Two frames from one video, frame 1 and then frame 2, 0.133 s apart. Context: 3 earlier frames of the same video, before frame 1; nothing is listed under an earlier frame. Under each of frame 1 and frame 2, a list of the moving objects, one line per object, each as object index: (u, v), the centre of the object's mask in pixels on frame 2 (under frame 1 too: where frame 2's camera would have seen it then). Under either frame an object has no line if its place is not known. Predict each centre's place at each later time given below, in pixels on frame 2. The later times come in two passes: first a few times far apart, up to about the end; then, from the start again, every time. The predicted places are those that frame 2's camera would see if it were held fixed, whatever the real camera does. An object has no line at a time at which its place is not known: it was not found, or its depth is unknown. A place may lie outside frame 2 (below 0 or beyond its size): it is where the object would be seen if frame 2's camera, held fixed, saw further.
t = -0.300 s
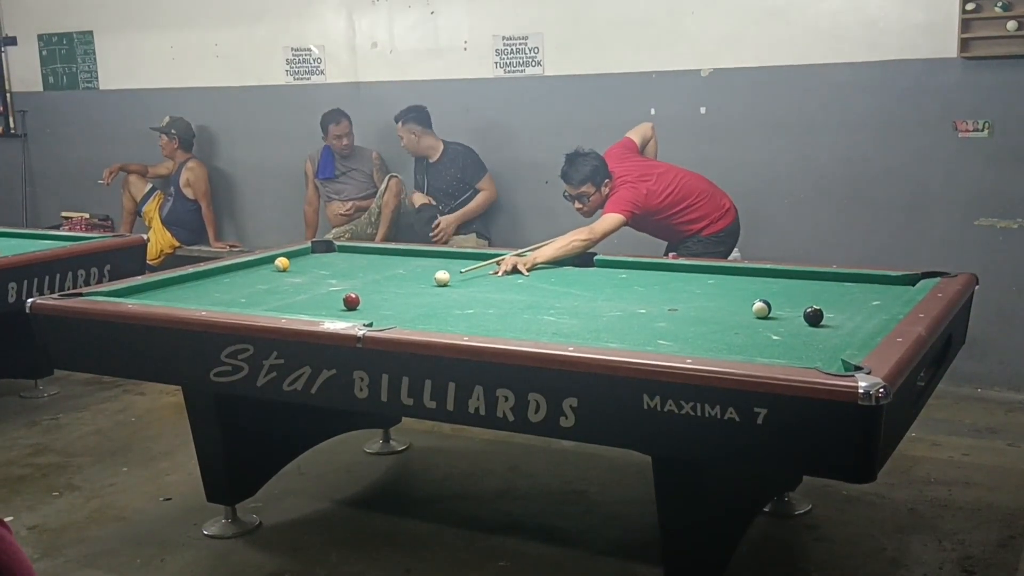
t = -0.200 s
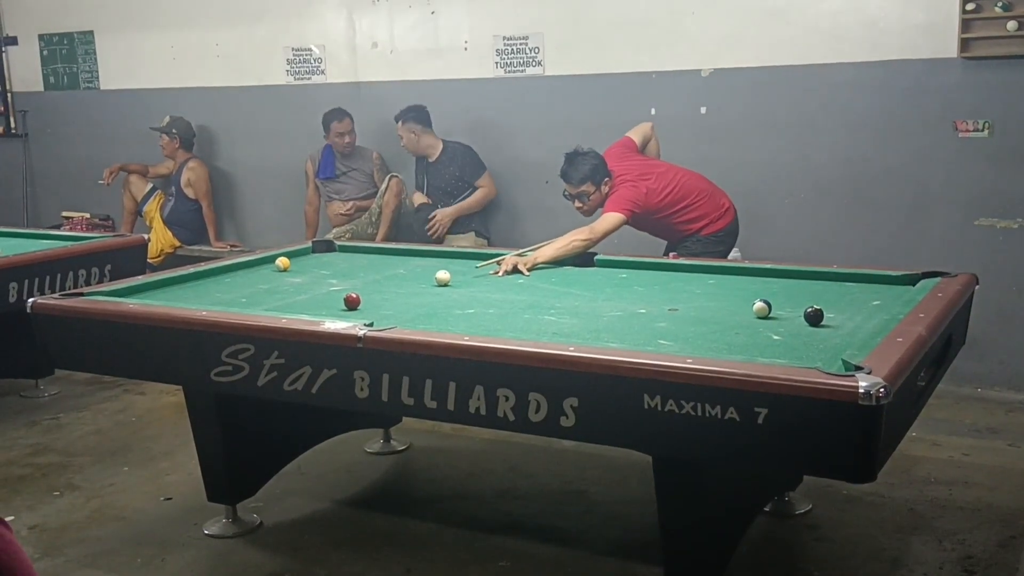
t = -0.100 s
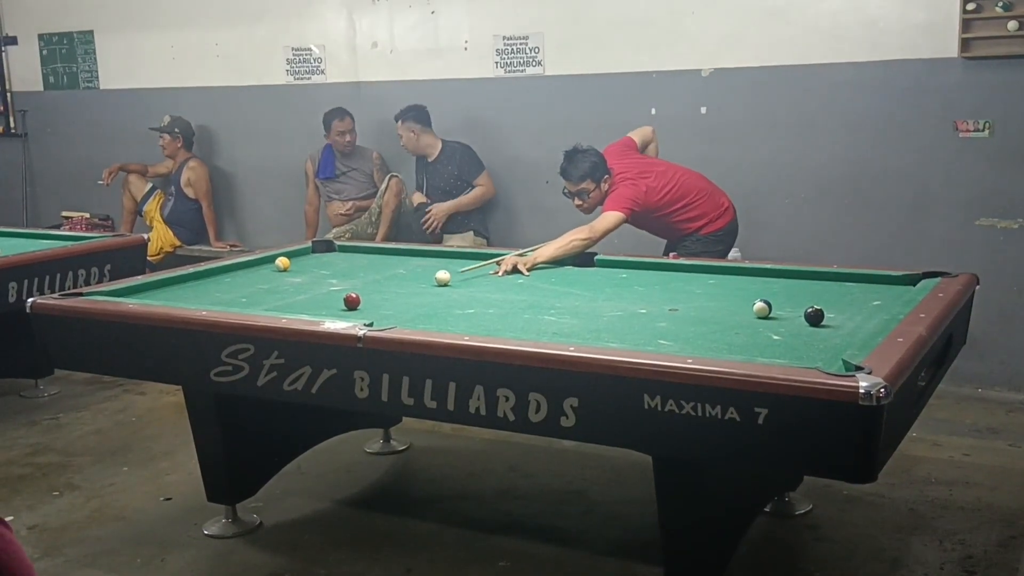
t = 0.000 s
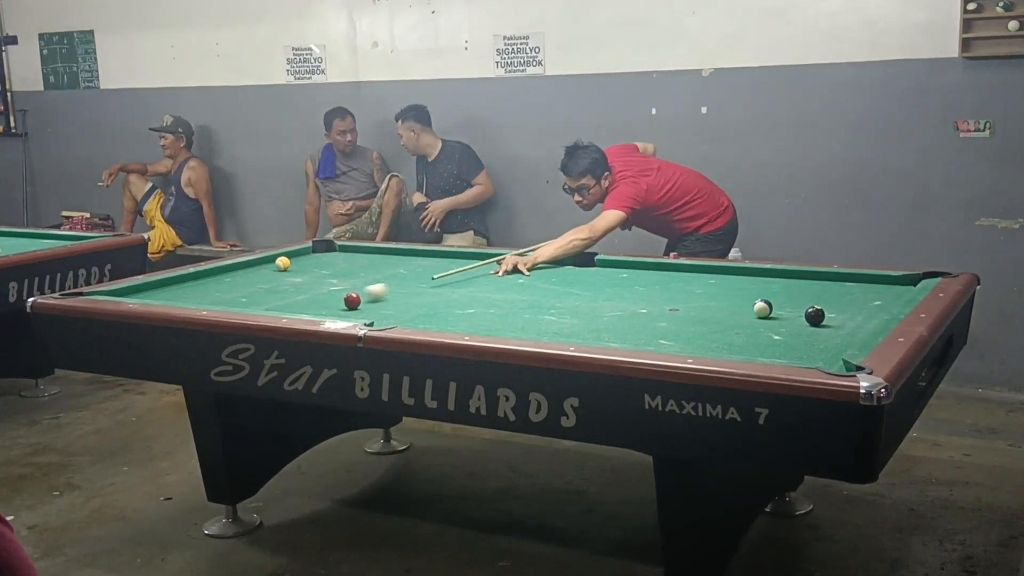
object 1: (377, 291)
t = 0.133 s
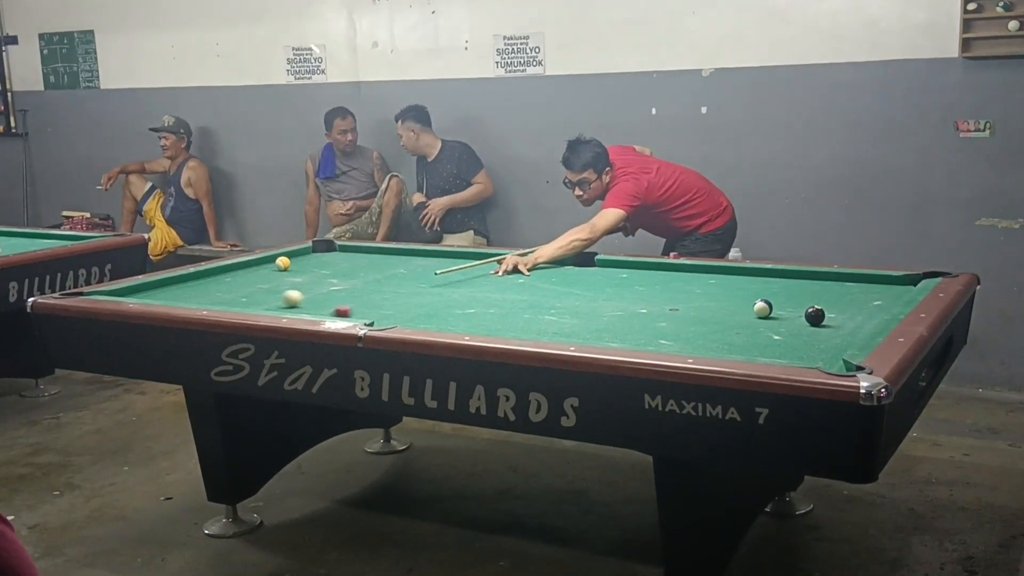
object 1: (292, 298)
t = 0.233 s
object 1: (240, 299)
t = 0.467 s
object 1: (155, 295)
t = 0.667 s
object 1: (140, 288)
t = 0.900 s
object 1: (211, 283)
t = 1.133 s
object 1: (275, 277)
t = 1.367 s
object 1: (335, 272)
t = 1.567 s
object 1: (384, 269)
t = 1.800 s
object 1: (438, 264)
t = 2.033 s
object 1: (487, 260)
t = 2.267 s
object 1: (524, 258)
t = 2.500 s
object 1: (539, 263)
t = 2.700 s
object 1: (552, 267)
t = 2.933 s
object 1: (568, 272)
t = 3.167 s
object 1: (585, 276)
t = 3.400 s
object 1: (601, 281)
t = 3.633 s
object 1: (618, 286)
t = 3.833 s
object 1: (632, 291)
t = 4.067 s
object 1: (649, 297)
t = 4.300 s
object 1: (666, 302)
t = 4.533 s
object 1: (684, 307)
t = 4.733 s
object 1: (699, 312)
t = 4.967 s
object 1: (717, 317)
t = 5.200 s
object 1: (735, 322)
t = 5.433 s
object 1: (753, 327)
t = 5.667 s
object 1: (770, 332)
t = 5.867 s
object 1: (785, 337)
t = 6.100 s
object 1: (803, 342)
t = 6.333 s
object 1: (819, 347)
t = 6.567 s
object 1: (835, 351)
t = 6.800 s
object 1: (829, 353)
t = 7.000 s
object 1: (821, 353)
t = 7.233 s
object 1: (814, 354)
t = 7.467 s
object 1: (810, 353)
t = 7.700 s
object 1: (807, 353)
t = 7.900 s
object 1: (806, 353)
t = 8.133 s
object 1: (806, 353)
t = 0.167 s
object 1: (275, 299)
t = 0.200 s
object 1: (257, 299)
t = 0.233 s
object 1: (240, 299)
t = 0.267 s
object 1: (223, 299)
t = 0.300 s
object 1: (205, 299)
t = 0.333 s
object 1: (188, 299)
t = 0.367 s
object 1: (171, 299)
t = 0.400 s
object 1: (165, 297)
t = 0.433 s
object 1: (160, 296)
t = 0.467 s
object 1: (155, 295)
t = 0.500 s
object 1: (149, 293)
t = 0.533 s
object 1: (144, 292)
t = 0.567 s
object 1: (138, 291)
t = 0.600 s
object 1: (134, 290)
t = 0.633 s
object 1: (130, 289)
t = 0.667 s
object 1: (140, 288)
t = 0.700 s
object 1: (152, 287)
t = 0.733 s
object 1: (163, 286)
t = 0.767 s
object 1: (172, 285)
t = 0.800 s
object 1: (182, 285)
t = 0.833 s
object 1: (192, 284)
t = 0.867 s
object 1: (201, 283)
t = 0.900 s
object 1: (211, 283)
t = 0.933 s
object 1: (220, 281)
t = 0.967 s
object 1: (229, 281)
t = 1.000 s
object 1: (239, 280)
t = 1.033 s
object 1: (248, 279)
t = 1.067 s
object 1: (257, 279)
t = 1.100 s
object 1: (266, 278)
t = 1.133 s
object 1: (275, 277)
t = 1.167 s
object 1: (284, 277)
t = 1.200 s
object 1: (293, 276)
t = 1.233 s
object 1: (301, 276)
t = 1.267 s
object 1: (310, 274)
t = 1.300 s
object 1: (318, 274)
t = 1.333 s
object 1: (327, 273)
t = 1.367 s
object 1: (335, 272)
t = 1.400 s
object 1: (343, 272)
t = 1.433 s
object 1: (352, 271)
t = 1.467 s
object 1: (360, 270)
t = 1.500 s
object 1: (368, 270)
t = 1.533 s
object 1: (376, 269)
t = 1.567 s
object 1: (384, 269)
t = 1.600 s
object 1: (391, 268)
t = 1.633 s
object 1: (399, 267)
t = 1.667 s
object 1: (407, 267)
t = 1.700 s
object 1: (415, 266)
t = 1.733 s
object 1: (423, 265)
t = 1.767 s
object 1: (430, 264)
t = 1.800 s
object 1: (438, 264)
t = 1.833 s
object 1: (445, 263)
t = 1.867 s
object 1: (452, 263)
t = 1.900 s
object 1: (459, 262)
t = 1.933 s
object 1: (467, 261)
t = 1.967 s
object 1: (474, 261)
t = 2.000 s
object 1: (481, 260)
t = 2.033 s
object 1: (487, 260)
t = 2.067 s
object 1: (491, 260)
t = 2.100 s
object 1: (494, 259)
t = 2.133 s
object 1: (501, 259)
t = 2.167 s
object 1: (508, 258)
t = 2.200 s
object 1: (515, 258)
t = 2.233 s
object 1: (522, 257)
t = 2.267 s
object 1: (524, 258)
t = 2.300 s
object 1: (526, 258)
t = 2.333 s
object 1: (528, 259)
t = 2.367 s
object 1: (531, 260)
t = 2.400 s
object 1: (533, 261)
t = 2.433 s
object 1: (535, 261)
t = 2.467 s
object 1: (537, 262)
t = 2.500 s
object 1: (539, 263)
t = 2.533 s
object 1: (541, 264)
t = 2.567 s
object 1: (544, 264)
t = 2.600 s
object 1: (546, 265)
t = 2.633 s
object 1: (548, 266)
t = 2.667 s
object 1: (550, 266)
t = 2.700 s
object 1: (552, 267)
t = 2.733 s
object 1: (555, 268)
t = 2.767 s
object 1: (557, 268)
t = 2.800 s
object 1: (559, 269)
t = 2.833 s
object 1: (561, 270)
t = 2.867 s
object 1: (564, 270)
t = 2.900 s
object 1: (566, 271)
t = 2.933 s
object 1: (568, 272)
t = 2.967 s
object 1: (571, 272)
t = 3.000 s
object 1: (573, 273)
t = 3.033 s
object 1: (575, 274)
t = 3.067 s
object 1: (578, 274)
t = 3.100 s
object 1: (580, 275)
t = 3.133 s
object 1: (582, 276)
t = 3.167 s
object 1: (585, 276)
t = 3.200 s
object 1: (587, 277)
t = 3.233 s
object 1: (589, 278)
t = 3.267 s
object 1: (592, 279)
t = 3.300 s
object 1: (594, 279)
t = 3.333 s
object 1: (596, 280)
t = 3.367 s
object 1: (599, 281)
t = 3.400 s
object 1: (601, 281)
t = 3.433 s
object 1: (603, 282)
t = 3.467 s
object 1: (606, 283)
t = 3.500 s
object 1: (608, 284)
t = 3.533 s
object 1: (610, 284)
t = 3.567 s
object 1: (613, 285)
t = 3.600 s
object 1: (615, 286)
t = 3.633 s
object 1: (618, 286)
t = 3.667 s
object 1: (620, 287)
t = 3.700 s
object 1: (622, 288)
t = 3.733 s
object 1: (625, 289)
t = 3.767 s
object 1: (627, 289)
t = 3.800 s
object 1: (630, 291)
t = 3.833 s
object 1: (632, 291)
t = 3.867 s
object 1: (634, 292)
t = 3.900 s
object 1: (637, 293)
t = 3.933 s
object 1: (639, 293)
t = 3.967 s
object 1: (641, 294)
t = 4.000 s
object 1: (644, 295)
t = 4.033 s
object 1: (646, 296)
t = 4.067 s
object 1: (649, 297)
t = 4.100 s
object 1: (651, 297)
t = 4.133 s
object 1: (654, 298)
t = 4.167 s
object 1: (656, 299)
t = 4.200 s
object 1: (659, 299)
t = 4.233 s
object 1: (661, 300)
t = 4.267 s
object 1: (664, 301)
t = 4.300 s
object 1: (666, 302)
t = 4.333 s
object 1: (669, 303)
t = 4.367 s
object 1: (671, 303)
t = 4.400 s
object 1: (674, 304)
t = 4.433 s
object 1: (676, 305)
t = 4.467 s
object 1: (679, 305)
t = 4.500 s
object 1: (681, 306)
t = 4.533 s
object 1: (684, 307)
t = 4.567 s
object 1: (686, 308)
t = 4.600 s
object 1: (689, 309)
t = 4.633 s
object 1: (691, 309)
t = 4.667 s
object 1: (694, 310)
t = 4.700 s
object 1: (697, 311)
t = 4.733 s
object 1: (699, 312)
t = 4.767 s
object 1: (702, 313)
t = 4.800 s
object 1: (704, 313)
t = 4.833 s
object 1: (707, 314)
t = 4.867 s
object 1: (709, 315)
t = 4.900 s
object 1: (712, 315)
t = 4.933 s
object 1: (714, 316)
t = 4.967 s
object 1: (717, 317)
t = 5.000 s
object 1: (719, 318)
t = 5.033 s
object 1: (722, 319)
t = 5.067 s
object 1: (725, 319)
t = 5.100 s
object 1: (727, 320)
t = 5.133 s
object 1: (730, 321)
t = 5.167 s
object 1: (732, 321)
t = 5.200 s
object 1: (735, 322)
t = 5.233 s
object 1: (737, 323)
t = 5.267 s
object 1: (740, 324)
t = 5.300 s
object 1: (743, 325)
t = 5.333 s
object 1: (745, 325)
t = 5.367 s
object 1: (747, 326)
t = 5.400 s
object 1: (750, 327)
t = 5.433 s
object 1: (753, 327)
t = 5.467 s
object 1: (755, 328)
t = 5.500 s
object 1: (757, 329)
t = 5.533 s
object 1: (760, 330)
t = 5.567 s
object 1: (763, 331)
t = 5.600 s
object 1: (765, 331)
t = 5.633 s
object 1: (768, 332)
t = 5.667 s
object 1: (770, 332)
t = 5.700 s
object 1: (773, 333)
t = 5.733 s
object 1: (775, 334)
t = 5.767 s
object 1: (778, 335)
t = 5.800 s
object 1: (780, 336)
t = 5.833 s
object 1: (783, 336)
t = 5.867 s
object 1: (785, 337)
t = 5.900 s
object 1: (788, 338)
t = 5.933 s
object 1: (790, 339)
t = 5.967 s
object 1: (793, 339)
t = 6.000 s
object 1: (795, 340)
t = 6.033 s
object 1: (797, 341)
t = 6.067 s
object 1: (800, 341)
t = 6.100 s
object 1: (803, 342)
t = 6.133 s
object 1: (805, 343)
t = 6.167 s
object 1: (807, 344)
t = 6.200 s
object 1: (810, 344)
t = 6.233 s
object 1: (812, 345)
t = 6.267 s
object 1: (815, 346)
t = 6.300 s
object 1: (817, 346)
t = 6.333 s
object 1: (819, 347)
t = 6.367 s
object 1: (822, 348)
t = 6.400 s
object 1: (824, 348)
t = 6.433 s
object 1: (826, 349)
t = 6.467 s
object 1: (829, 350)
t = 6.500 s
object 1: (831, 350)
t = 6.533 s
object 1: (833, 351)
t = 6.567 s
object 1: (835, 351)
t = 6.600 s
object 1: (836, 351)
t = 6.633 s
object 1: (836, 352)
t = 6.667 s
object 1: (835, 352)
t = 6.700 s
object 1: (833, 352)
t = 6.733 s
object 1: (832, 353)
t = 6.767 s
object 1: (831, 353)
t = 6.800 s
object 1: (829, 353)
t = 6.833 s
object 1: (828, 353)
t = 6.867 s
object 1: (827, 353)
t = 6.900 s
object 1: (825, 353)
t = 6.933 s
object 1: (824, 353)
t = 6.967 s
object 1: (823, 353)
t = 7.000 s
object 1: (821, 353)
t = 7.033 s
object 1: (820, 353)
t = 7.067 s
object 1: (819, 353)
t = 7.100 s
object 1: (817, 353)
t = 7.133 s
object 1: (816, 354)
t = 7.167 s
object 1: (816, 353)
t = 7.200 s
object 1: (815, 353)
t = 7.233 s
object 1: (814, 354)
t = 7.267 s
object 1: (813, 353)
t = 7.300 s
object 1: (813, 353)
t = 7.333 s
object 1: (812, 353)
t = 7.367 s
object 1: (812, 353)
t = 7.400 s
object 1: (811, 353)
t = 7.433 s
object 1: (811, 353)
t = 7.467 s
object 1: (810, 353)
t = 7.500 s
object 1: (809, 353)
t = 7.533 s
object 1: (809, 353)
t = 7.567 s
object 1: (809, 353)
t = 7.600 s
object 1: (808, 353)
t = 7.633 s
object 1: (808, 353)
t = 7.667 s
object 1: (807, 353)
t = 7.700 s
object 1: (807, 353)
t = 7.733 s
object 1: (807, 353)
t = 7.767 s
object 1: (807, 353)
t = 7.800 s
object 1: (806, 353)
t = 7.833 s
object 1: (806, 353)
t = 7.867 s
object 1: (806, 353)
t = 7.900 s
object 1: (806, 353)
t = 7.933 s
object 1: (806, 353)
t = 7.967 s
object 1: (806, 353)
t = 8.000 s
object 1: (806, 353)
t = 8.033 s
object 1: (806, 353)
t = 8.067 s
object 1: (806, 353)
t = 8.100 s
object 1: (806, 353)
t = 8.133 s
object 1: (806, 353)
